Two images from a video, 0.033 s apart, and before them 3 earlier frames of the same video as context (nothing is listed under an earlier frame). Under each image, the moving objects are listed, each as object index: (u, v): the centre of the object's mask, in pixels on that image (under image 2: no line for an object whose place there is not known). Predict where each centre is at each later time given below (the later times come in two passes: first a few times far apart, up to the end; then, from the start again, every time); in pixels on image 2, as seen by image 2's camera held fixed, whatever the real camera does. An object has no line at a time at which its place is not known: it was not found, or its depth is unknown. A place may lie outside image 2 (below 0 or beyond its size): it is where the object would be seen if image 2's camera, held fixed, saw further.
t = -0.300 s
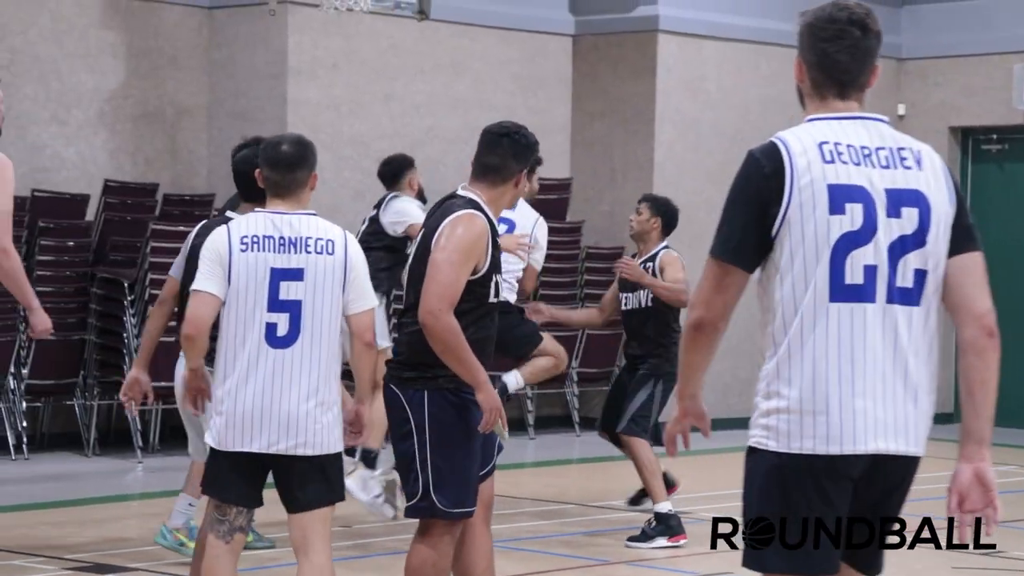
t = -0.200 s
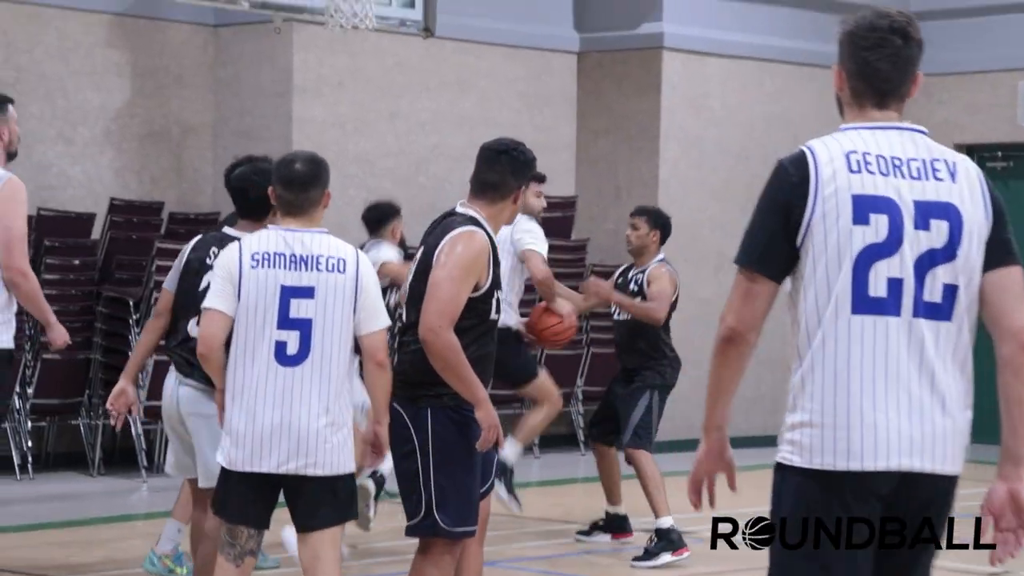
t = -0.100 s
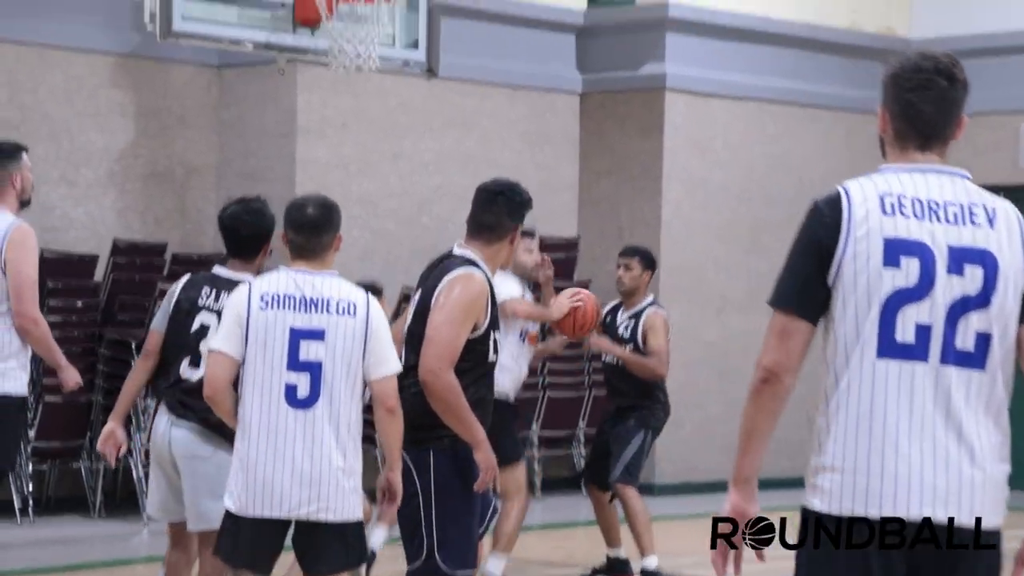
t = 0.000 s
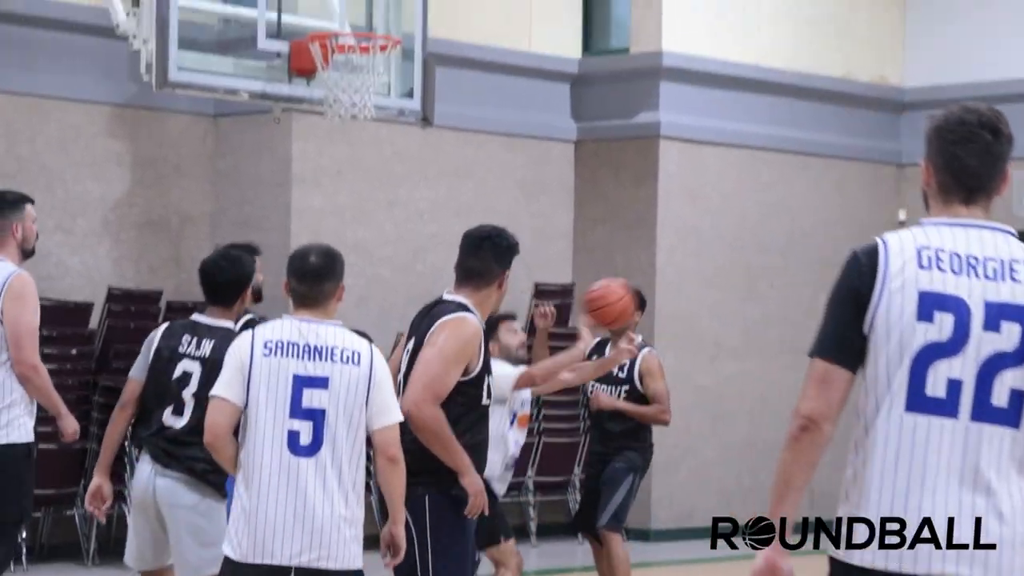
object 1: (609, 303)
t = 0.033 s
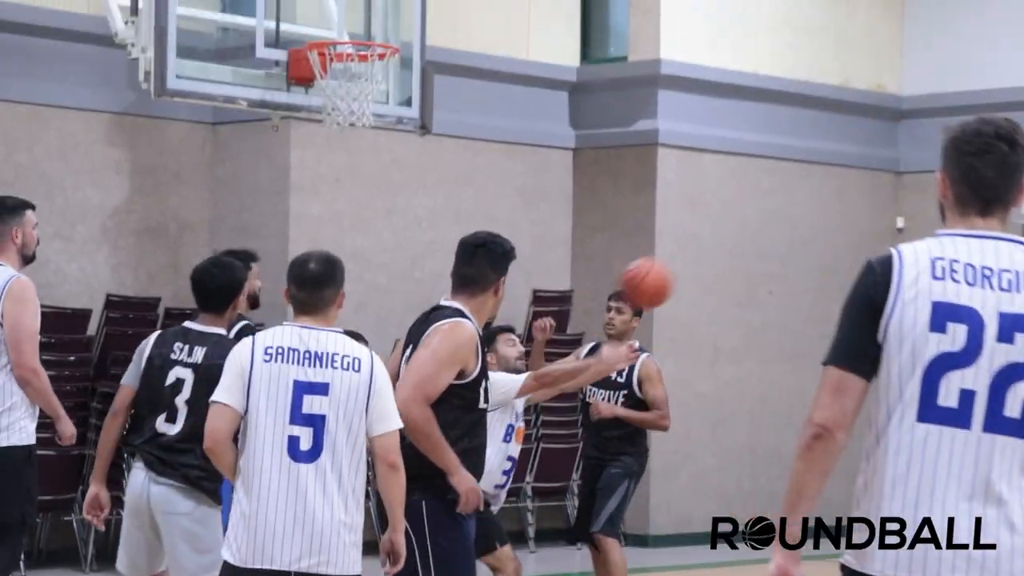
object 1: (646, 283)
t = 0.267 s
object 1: (954, 139)
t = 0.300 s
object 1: (1003, 125)
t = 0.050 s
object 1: (667, 270)
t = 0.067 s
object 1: (688, 257)
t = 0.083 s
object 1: (708, 245)
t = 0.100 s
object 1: (729, 233)
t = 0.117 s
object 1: (751, 221)
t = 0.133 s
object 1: (772, 210)
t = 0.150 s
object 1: (793, 200)
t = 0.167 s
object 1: (815, 189)
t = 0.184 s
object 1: (837, 180)
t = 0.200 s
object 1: (859, 171)
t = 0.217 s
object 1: (882, 162)
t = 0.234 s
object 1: (905, 153)
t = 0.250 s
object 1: (929, 145)
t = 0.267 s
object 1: (954, 139)
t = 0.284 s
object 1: (978, 131)
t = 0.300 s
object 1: (1003, 125)
